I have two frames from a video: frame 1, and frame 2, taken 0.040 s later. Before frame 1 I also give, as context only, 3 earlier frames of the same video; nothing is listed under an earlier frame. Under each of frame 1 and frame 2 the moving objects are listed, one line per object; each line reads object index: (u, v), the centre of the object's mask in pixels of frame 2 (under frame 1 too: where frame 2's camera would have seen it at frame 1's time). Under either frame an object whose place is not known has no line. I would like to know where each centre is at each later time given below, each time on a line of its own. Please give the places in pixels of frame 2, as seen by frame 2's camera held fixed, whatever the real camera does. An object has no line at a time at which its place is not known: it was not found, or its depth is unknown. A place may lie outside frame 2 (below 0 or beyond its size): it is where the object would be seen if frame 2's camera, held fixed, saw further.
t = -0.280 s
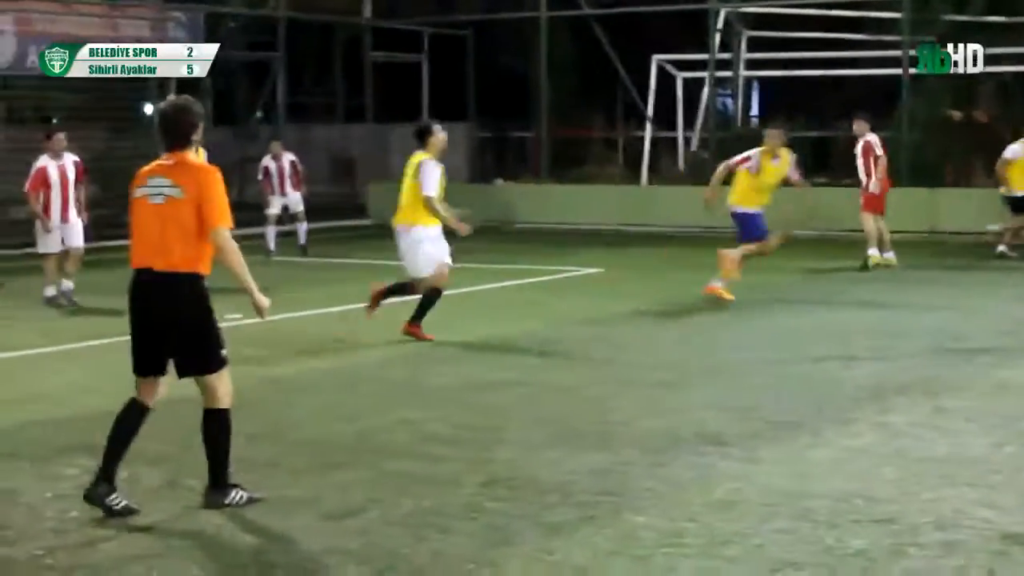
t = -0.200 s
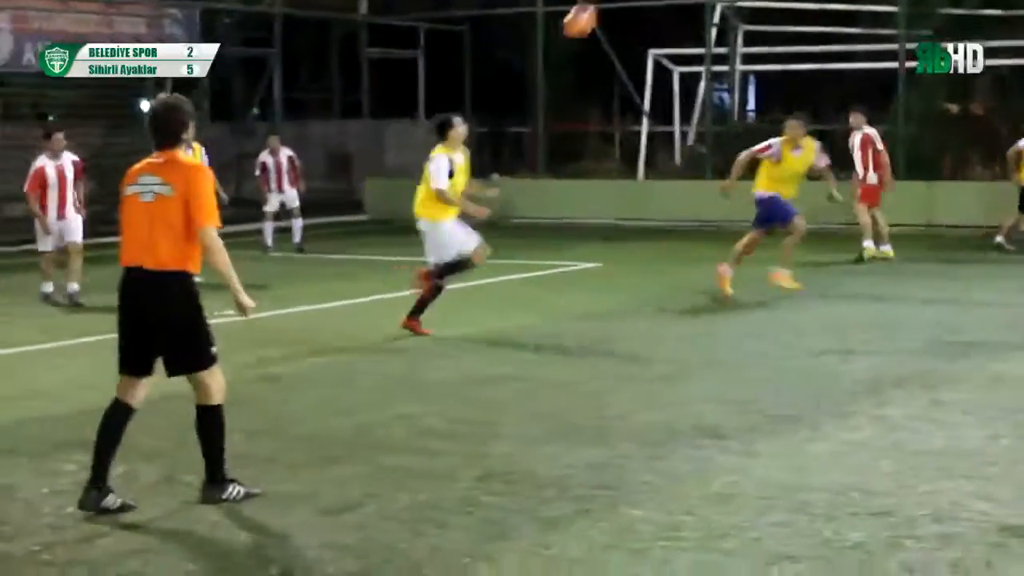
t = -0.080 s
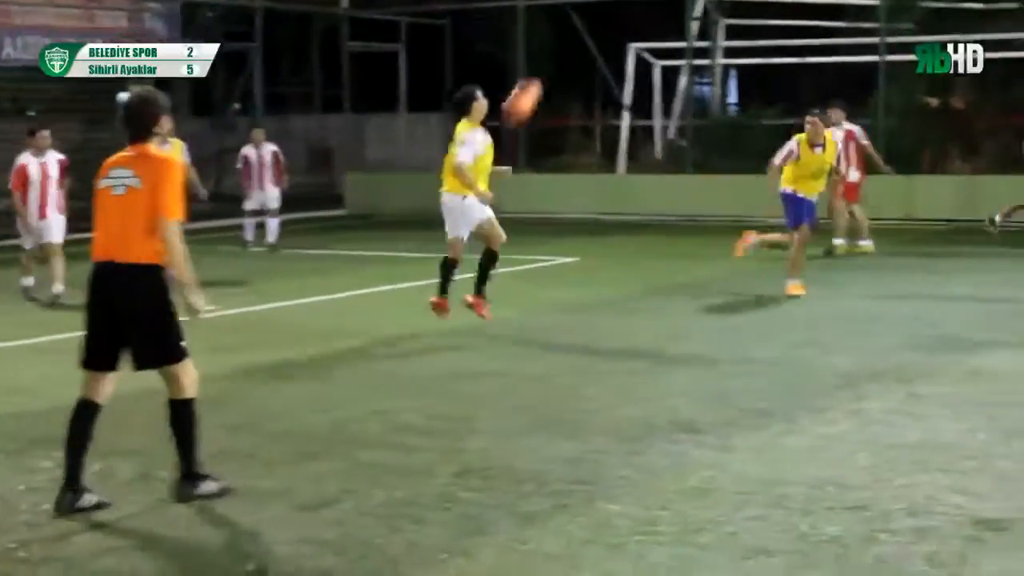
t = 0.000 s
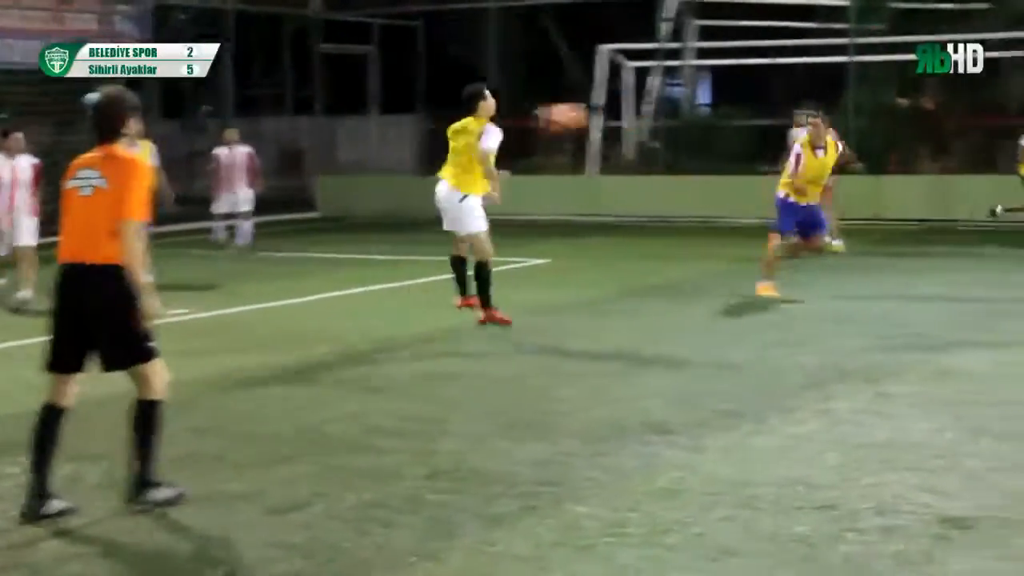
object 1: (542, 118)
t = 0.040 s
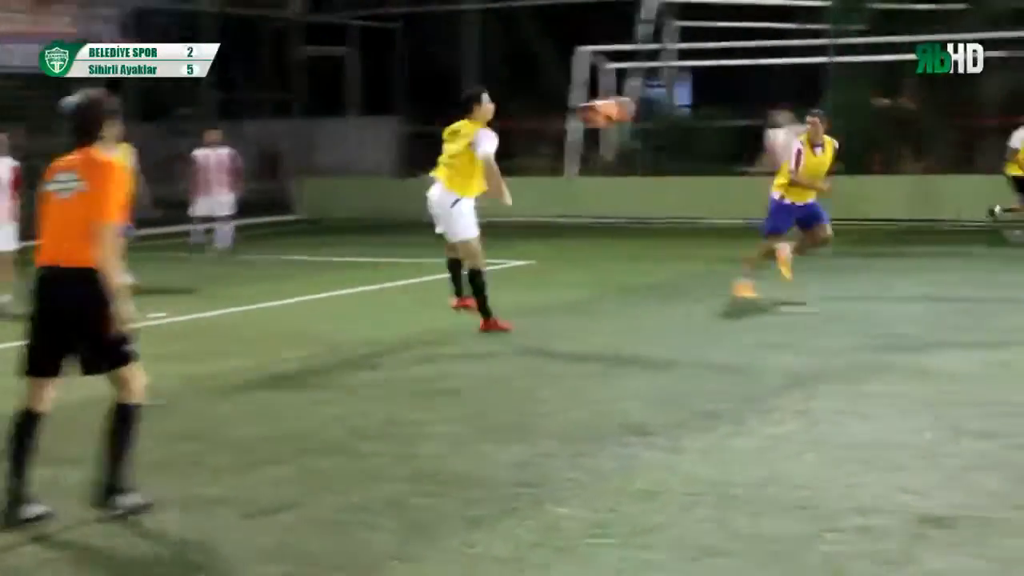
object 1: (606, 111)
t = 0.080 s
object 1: (675, 106)
